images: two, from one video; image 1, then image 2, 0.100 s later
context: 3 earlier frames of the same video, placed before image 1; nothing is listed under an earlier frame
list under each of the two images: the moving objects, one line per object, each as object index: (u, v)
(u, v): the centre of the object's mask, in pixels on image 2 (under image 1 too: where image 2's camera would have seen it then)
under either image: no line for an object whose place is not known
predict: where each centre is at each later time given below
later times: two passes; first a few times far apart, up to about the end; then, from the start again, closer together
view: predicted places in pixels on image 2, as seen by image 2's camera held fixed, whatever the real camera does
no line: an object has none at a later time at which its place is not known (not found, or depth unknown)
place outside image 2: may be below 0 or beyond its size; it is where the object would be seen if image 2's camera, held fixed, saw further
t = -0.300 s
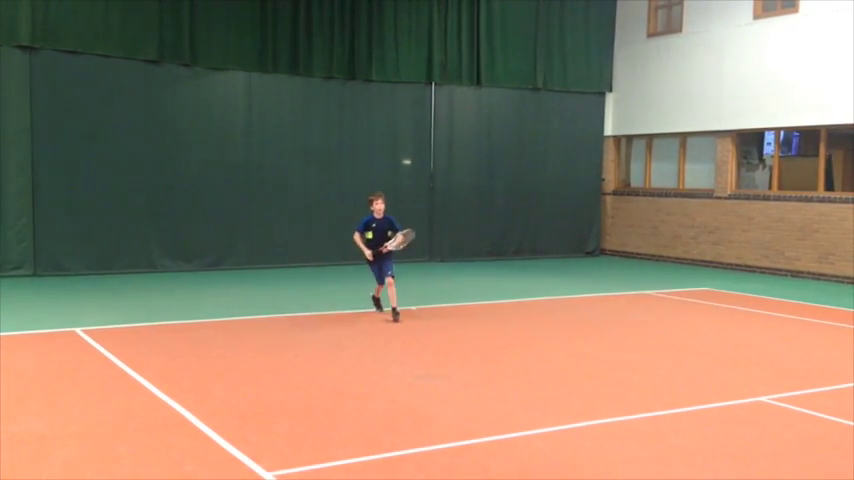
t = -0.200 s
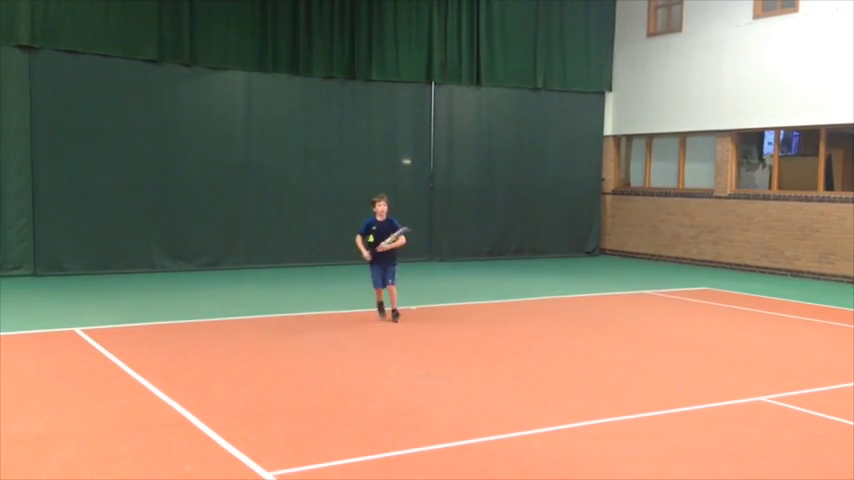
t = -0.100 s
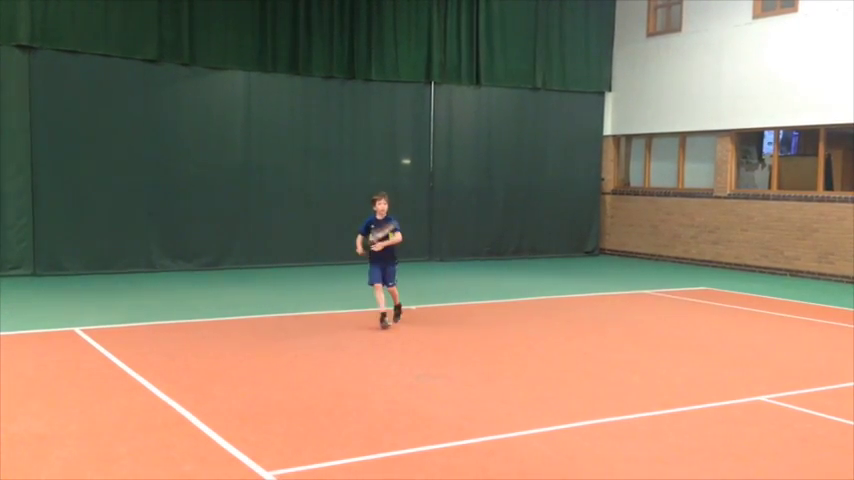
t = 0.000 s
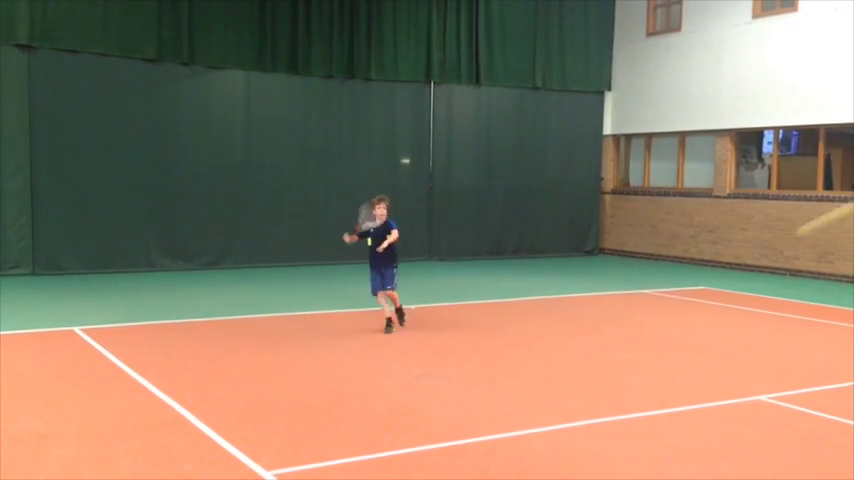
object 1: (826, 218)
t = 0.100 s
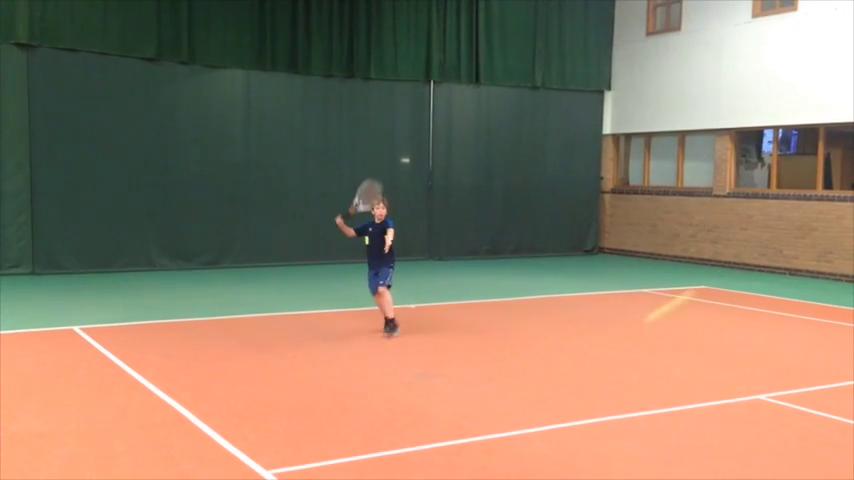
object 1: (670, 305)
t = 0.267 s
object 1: (498, 397)
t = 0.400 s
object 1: (436, 302)
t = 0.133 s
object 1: (626, 335)
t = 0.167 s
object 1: (587, 362)
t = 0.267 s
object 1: (498, 397)
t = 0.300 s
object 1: (482, 370)
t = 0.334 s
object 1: (467, 346)
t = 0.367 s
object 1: (451, 323)
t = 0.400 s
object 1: (436, 302)
